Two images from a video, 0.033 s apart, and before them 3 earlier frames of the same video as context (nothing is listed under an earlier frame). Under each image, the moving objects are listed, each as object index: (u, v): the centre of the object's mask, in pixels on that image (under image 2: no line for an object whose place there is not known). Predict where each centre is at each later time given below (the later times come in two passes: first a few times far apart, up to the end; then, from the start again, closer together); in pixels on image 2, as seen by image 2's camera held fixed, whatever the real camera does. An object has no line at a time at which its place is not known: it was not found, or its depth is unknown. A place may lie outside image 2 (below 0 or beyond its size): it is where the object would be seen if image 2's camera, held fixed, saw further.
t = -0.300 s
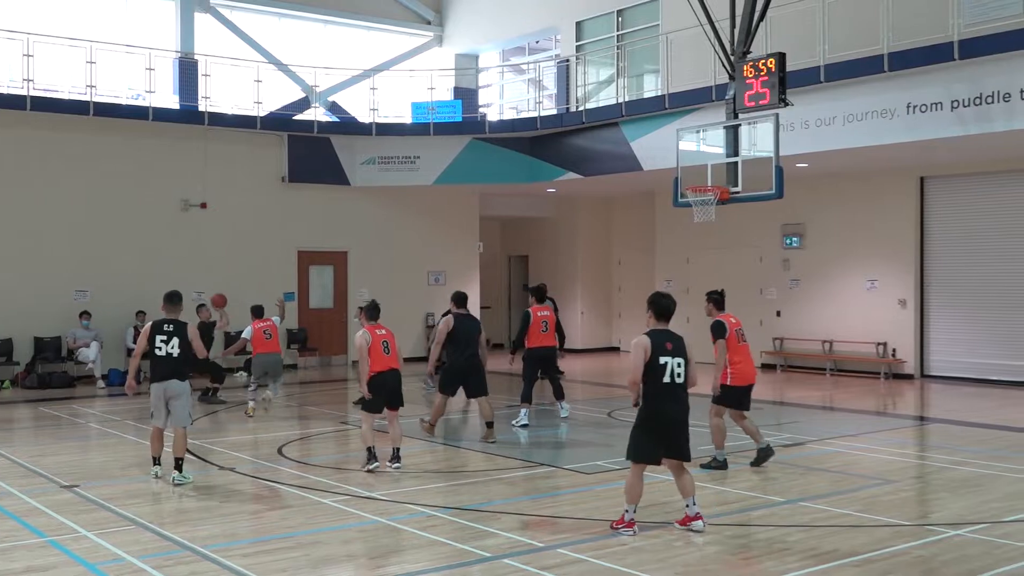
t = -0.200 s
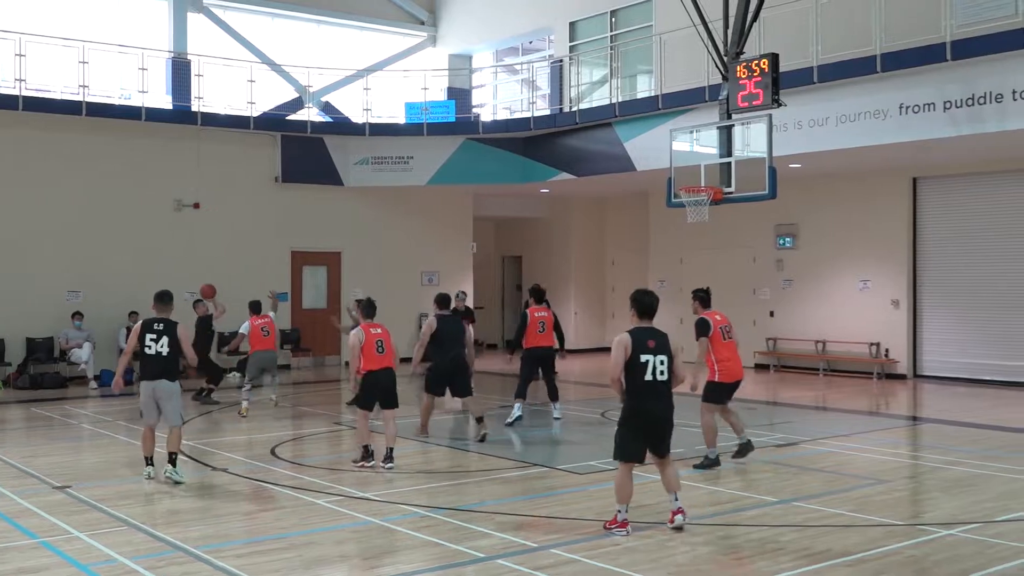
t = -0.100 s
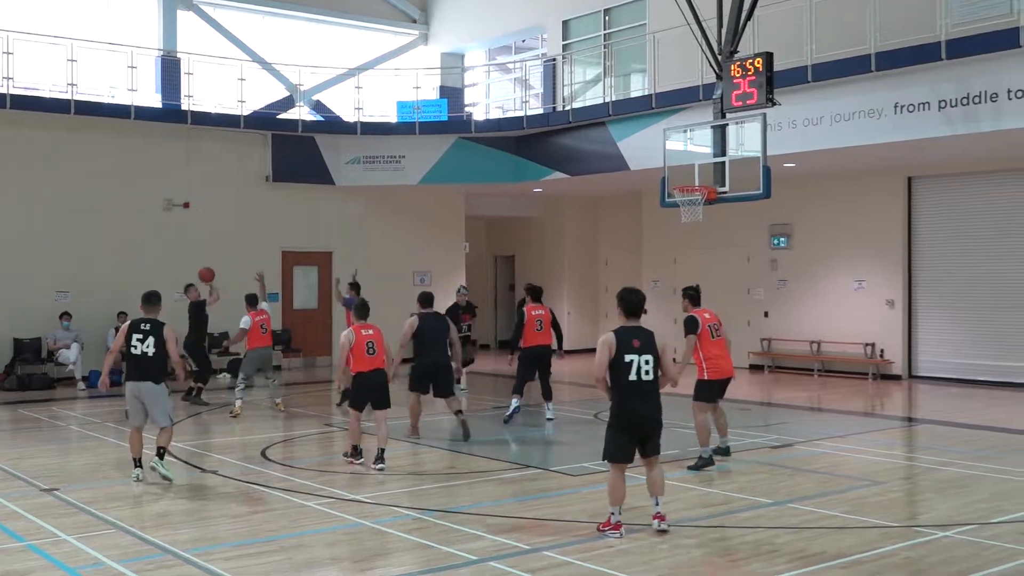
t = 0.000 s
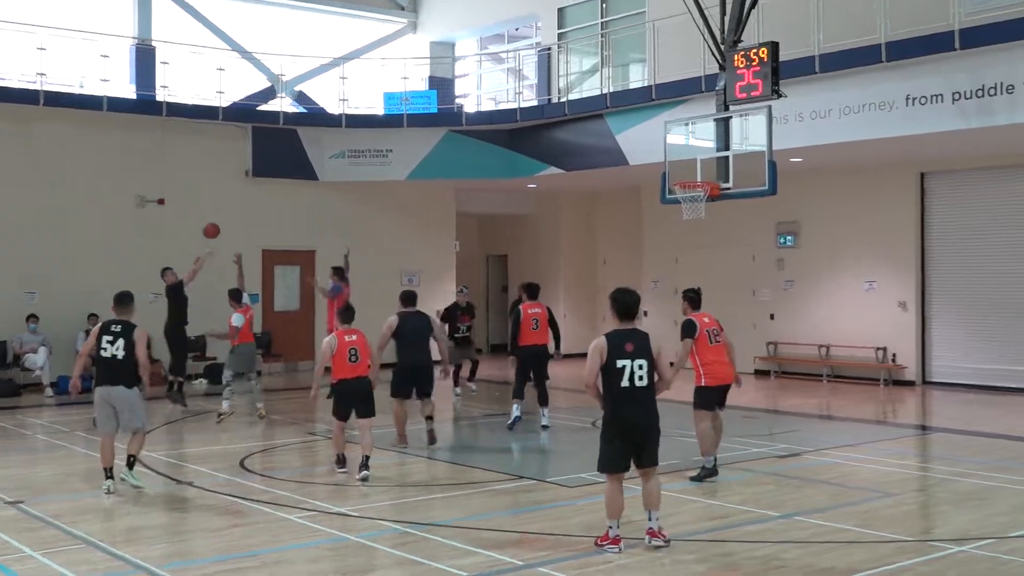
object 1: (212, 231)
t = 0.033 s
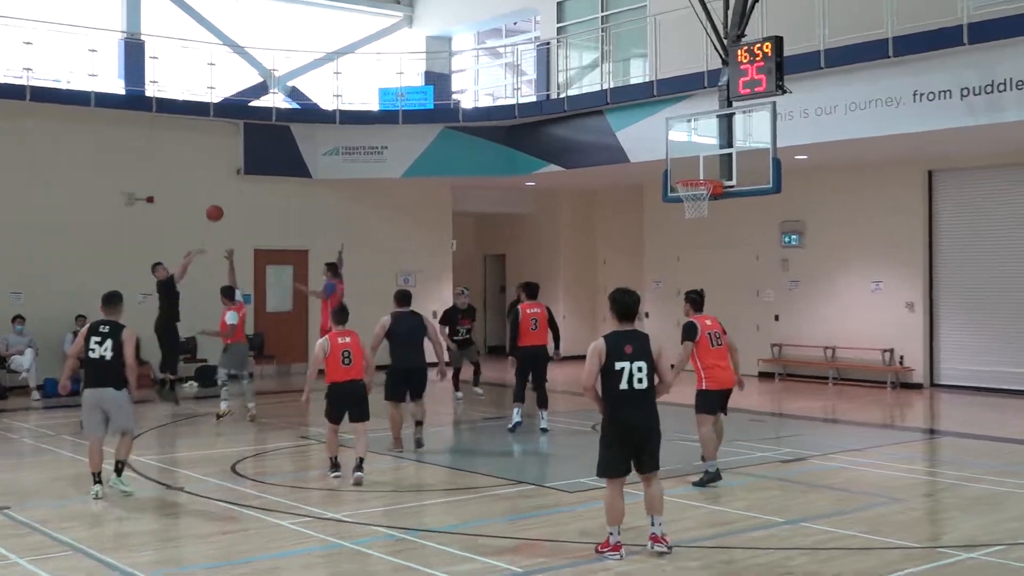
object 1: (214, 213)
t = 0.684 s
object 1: (457, 34)
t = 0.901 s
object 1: (548, 47)
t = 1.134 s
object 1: (646, 103)
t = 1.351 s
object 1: (731, 165)
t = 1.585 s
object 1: (750, 126)
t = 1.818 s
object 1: (756, 134)
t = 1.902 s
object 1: (758, 149)
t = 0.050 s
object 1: (219, 204)
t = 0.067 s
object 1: (223, 195)
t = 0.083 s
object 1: (228, 186)
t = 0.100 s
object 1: (232, 178)
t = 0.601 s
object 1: (422, 40)
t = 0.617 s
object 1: (429, 39)
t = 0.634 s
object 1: (436, 37)
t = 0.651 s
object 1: (442, 36)
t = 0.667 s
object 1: (449, 35)
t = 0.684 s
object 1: (457, 34)
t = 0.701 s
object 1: (464, 34)
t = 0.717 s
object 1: (471, 34)
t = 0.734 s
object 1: (478, 34)
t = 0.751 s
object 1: (484, 35)
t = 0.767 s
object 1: (492, 35)
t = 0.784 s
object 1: (499, 36)
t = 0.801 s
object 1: (506, 37)
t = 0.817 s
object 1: (513, 38)
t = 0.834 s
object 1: (520, 40)
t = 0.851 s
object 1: (527, 41)
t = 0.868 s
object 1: (534, 43)
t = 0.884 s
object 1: (541, 45)
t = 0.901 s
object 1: (548, 47)
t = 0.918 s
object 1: (555, 50)
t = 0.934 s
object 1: (562, 52)
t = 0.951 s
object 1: (569, 55)
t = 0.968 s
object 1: (576, 58)
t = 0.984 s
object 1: (583, 62)
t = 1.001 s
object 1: (590, 66)
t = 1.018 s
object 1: (597, 69)
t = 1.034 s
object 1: (604, 73)
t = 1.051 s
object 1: (611, 78)
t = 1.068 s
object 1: (618, 82)
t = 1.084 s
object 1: (624, 87)
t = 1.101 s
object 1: (631, 92)
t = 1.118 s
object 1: (639, 97)
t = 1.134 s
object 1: (646, 103)
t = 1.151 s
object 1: (653, 108)
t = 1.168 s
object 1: (660, 114)
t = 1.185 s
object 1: (667, 120)
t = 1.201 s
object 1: (673, 126)
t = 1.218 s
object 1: (681, 133)
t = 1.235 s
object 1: (688, 140)
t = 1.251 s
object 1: (695, 147)
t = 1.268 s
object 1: (702, 154)
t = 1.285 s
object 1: (710, 161)
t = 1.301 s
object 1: (715, 168)
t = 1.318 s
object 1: (721, 173)
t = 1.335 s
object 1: (725, 170)
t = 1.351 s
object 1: (731, 165)
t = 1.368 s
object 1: (737, 160)
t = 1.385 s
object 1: (741, 156)
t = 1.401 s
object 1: (746, 152)
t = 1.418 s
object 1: (746, 149)
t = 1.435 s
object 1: (747, 145)
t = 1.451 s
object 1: (747, 142)
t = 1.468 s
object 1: (748, 139)
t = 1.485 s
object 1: (748, 137)
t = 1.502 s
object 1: (748, 135)
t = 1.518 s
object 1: (749, 133)
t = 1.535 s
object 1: (749, 131)
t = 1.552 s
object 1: (749, 129)
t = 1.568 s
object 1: (750, 128)
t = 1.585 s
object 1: (750, 126)
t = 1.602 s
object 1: (751, 125)
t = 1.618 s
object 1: (751, 125)
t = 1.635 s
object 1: (752, 124)
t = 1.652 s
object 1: (752, 124)
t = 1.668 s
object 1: (753, 124)
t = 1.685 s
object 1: (753, 124)
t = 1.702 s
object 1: (753, 124)
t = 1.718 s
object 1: (754, 125)
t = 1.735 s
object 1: (754, 126)
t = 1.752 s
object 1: (755, 127)
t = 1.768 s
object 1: (755, 128)
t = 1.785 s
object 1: (755, 130)
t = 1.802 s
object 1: (756, 132)
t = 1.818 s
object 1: (756, 134)
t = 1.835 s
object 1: (757, 136)
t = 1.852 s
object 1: (757, 139)
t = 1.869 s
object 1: (758, 142)
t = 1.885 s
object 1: (758, 145)
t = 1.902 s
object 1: (758, 149)
